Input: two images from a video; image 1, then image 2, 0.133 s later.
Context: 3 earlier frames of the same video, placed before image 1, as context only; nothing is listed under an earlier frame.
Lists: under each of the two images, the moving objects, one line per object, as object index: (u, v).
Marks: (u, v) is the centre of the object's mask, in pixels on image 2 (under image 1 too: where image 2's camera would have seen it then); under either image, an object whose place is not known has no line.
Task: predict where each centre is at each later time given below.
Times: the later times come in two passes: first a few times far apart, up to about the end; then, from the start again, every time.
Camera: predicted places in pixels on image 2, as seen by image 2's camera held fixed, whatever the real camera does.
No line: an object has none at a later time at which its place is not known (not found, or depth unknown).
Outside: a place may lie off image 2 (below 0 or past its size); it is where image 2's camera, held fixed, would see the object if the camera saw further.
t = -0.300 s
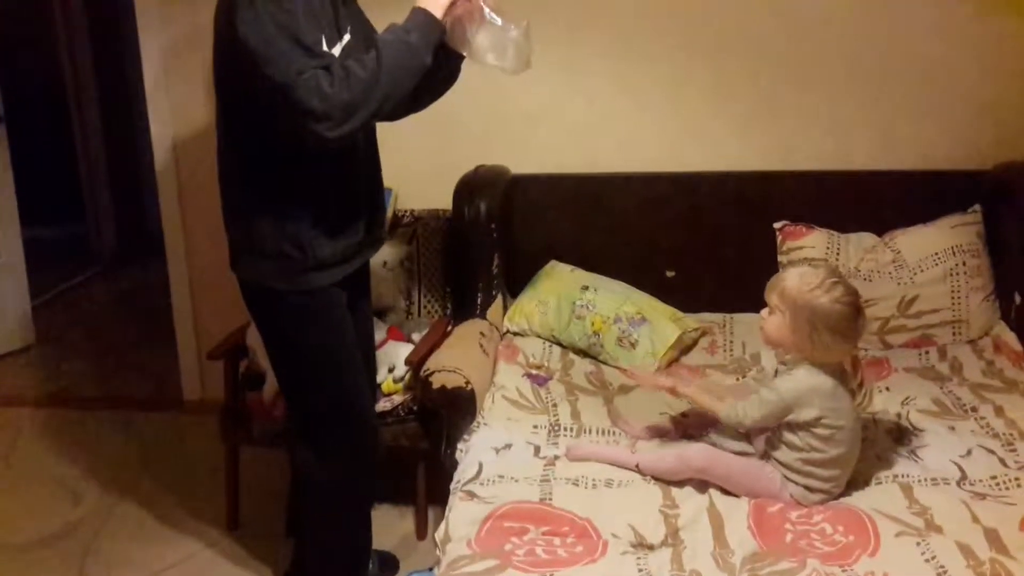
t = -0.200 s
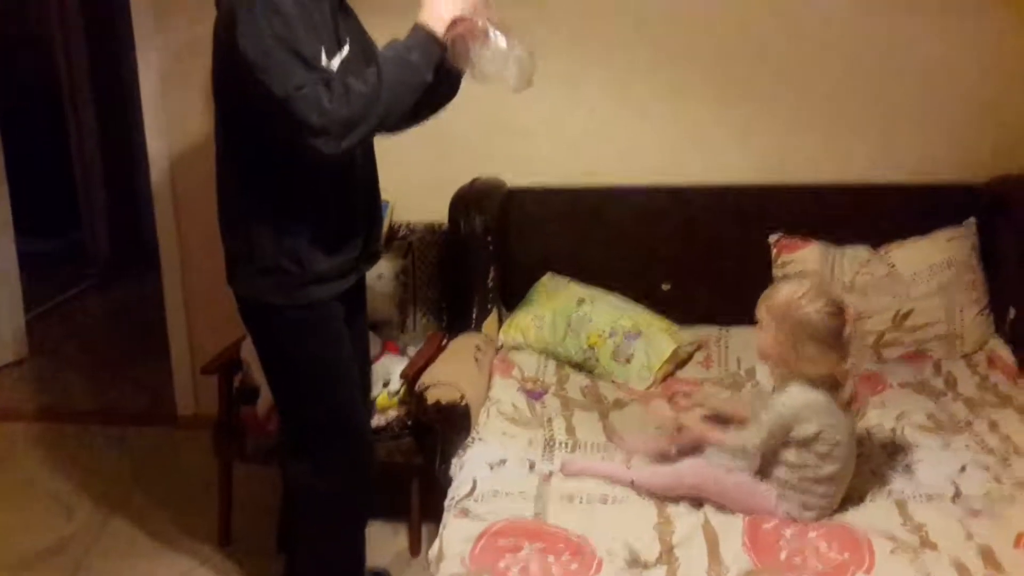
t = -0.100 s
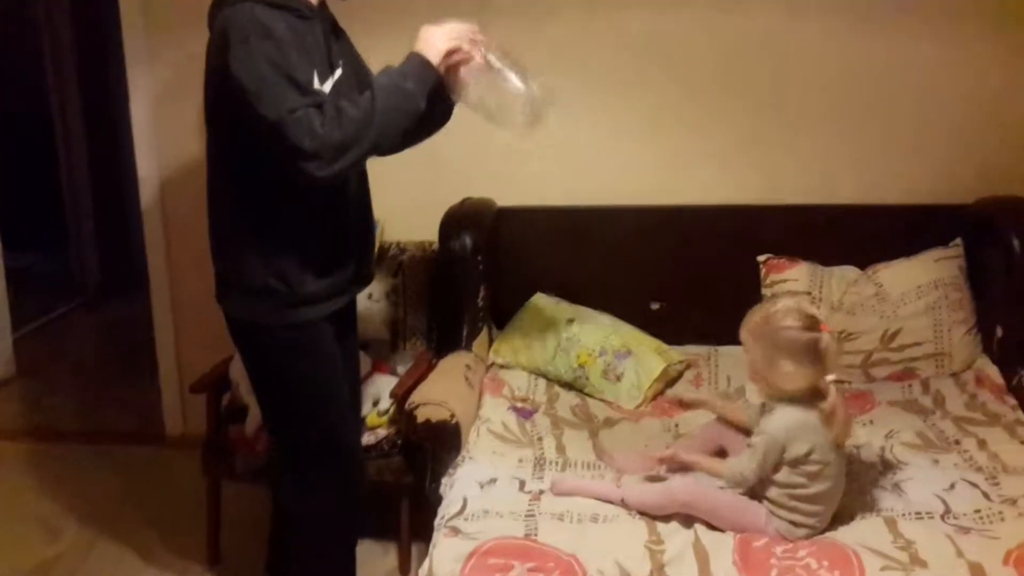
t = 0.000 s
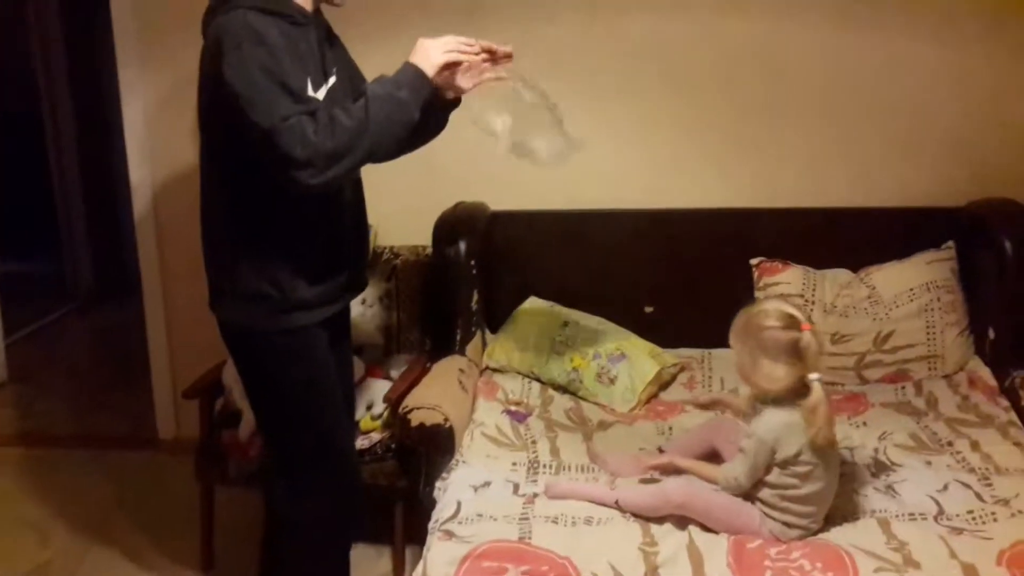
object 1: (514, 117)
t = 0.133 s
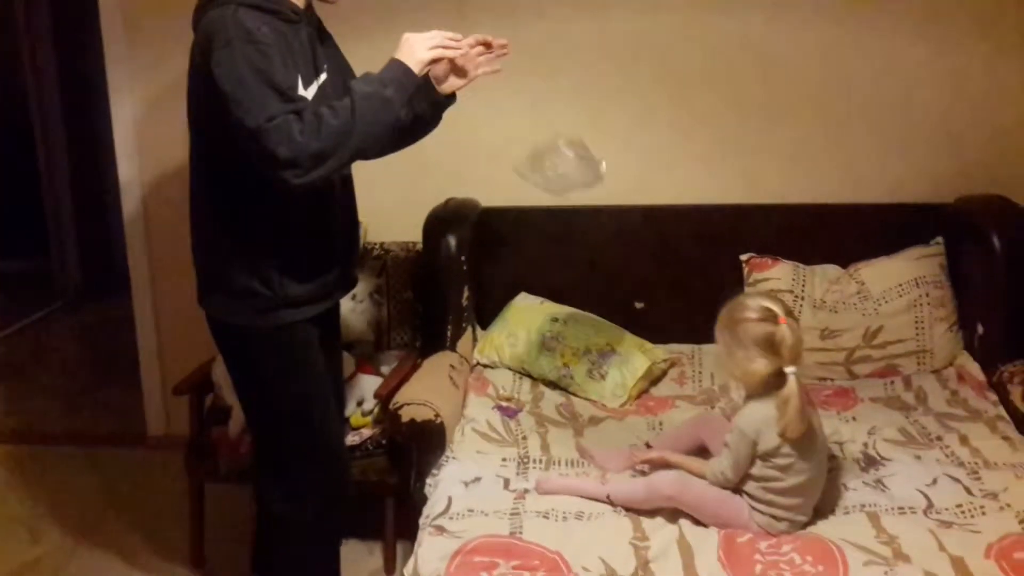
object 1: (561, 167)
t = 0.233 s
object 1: (578, 187)
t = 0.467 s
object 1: (596, 216)
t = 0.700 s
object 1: (597, 247)
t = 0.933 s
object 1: (600, 286)
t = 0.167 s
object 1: (567, 175)
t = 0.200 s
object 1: (572, 182)
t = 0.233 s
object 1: (578, 187)
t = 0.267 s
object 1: (583, 192)
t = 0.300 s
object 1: (587, 197)
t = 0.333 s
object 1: (590, 201)
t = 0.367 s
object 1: (593, 205)
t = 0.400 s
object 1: (594, 208)
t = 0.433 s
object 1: (595, 212)
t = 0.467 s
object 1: (596, 216)
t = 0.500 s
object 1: (596, 220)
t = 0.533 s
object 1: (596, 224)
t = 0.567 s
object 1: (597, 228)
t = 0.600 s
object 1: (597, 233)
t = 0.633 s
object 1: (596, 237)
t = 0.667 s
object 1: (597, 242)
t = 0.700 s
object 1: (597, 247)
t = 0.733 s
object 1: (597, 252)
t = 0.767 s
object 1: (598, 258)
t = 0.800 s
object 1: (598, 263)
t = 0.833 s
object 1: (599, 269)
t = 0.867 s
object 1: (599, 275)
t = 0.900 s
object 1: (600, 281)
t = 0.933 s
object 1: (600, 286)
